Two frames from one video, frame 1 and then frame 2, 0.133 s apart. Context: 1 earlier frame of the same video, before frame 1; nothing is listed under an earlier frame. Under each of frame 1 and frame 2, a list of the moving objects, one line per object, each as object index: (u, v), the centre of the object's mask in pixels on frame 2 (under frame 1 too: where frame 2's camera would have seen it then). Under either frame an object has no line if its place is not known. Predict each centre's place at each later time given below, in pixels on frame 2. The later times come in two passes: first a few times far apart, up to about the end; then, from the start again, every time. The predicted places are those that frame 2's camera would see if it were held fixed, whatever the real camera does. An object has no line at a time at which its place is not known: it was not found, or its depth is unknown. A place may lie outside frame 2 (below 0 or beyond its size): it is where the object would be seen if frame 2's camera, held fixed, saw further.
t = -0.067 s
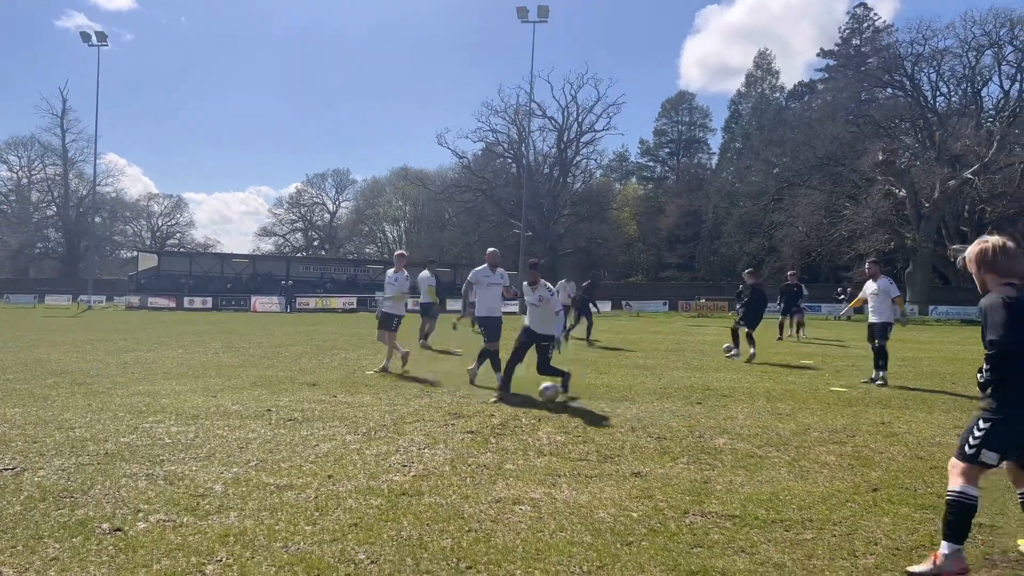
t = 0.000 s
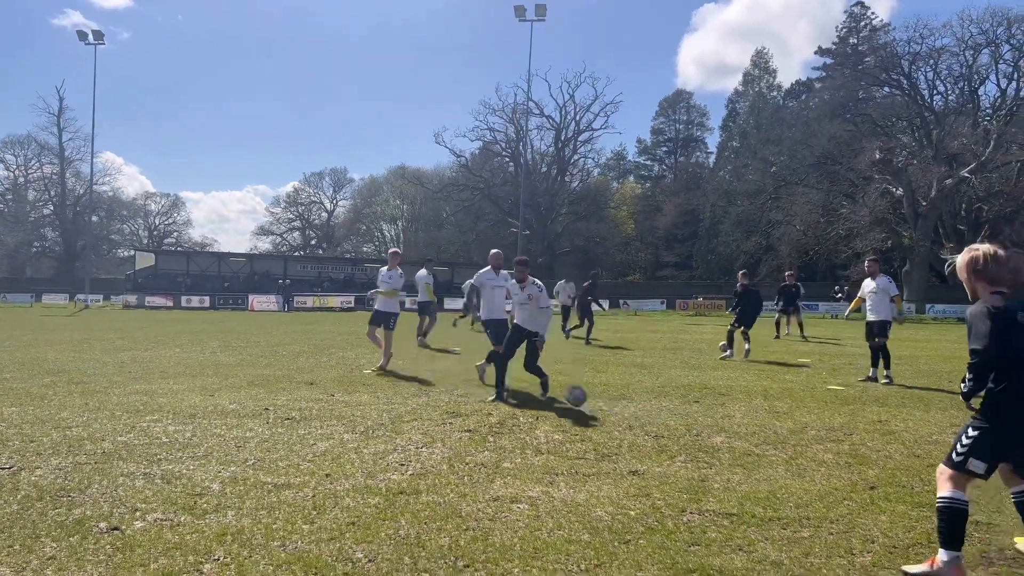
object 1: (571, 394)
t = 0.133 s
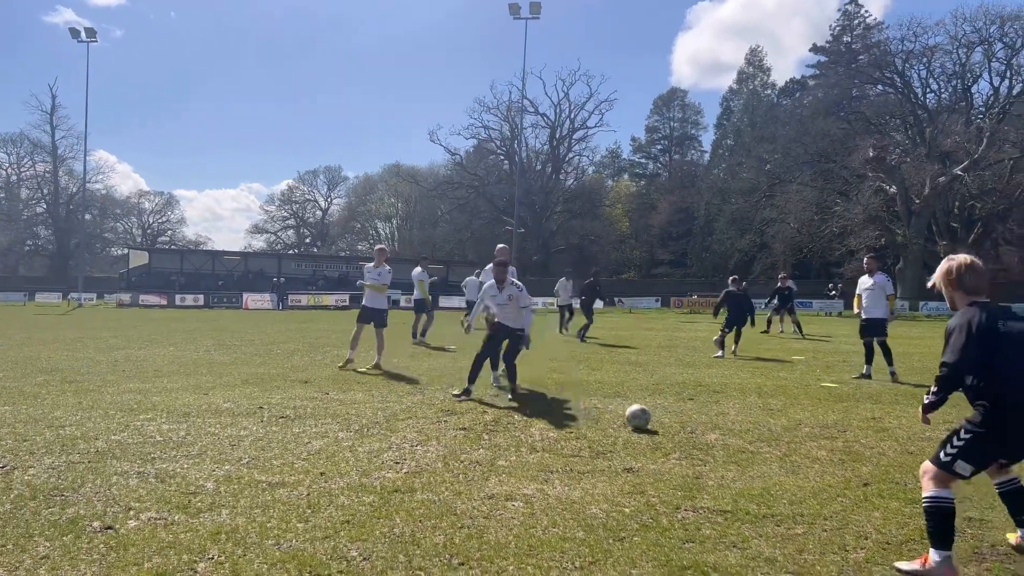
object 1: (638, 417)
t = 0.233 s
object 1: (689, 429)
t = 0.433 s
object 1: (795, 459)
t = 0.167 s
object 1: (655, 420)
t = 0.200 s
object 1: (672, 423)
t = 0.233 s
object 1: (689, 429)
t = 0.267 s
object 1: (708, 436)
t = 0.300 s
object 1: (725, 440)
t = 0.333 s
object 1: (741, 443)
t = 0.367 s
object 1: (758, 447)
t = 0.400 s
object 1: (777, 454)
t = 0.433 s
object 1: (795, 459)
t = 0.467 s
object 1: (815, 462)
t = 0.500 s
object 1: (836, 466)
